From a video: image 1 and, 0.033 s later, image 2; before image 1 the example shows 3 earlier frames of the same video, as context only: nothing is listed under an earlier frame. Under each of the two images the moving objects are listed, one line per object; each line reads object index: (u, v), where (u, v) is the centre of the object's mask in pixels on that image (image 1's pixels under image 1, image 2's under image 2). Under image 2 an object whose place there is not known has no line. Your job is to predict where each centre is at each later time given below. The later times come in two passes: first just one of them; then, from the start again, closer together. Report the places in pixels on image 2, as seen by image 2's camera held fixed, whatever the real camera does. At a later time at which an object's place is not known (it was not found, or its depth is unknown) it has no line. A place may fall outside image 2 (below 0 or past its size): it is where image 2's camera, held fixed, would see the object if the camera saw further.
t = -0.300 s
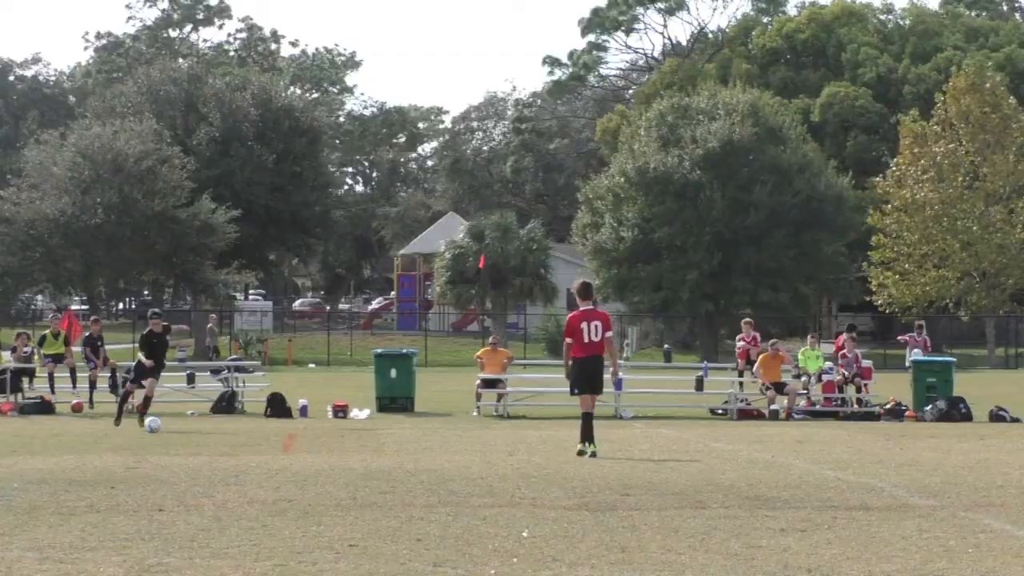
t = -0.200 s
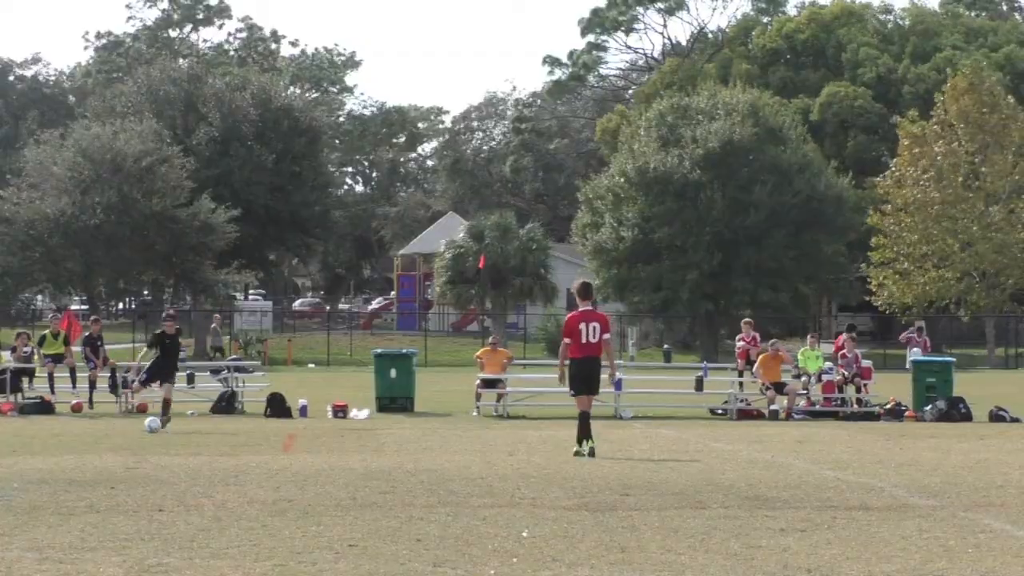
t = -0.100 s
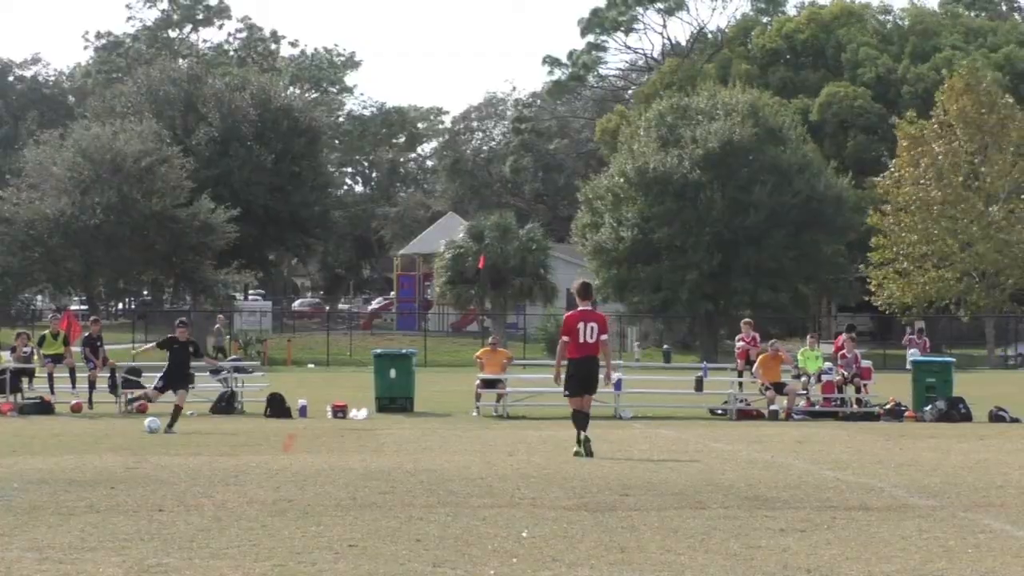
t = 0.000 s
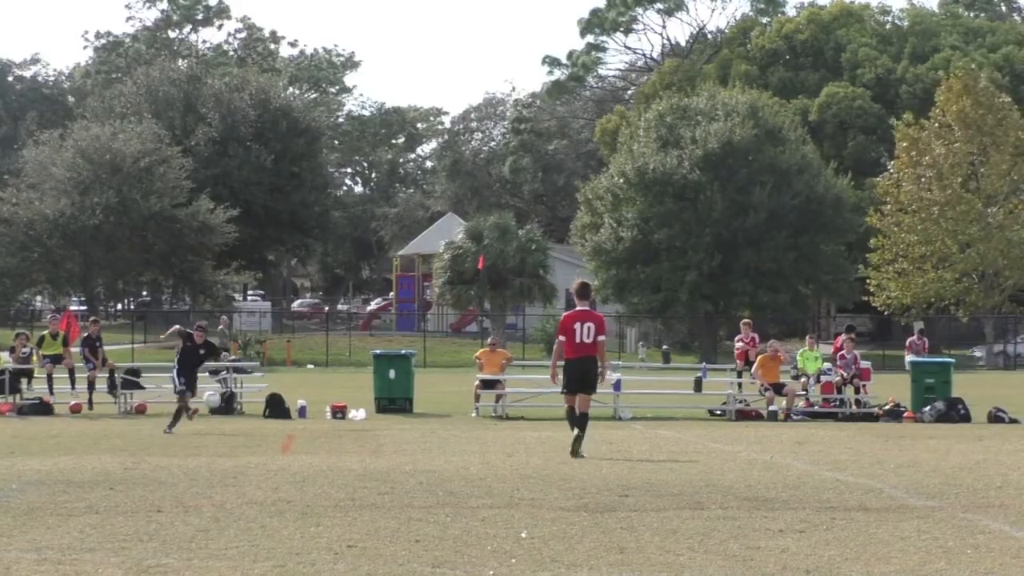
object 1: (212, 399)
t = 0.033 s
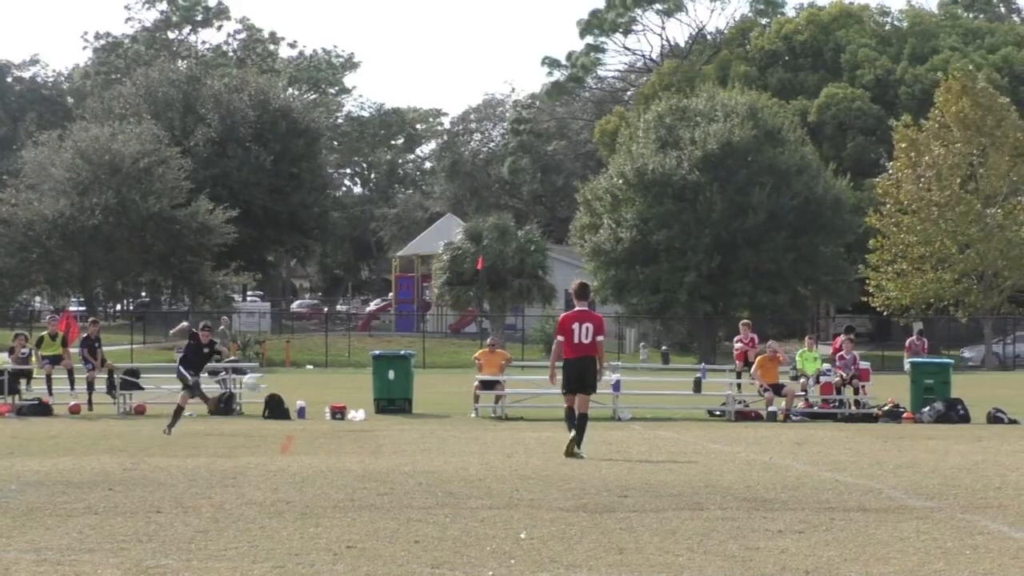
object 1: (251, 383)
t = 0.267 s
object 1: (551, 259)
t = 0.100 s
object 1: (336, 346)
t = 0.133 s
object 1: (378, 329)
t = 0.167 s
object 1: (422, 312)
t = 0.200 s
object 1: (464, 294)
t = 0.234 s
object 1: (508, 277)
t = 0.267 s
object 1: (551, 259)
